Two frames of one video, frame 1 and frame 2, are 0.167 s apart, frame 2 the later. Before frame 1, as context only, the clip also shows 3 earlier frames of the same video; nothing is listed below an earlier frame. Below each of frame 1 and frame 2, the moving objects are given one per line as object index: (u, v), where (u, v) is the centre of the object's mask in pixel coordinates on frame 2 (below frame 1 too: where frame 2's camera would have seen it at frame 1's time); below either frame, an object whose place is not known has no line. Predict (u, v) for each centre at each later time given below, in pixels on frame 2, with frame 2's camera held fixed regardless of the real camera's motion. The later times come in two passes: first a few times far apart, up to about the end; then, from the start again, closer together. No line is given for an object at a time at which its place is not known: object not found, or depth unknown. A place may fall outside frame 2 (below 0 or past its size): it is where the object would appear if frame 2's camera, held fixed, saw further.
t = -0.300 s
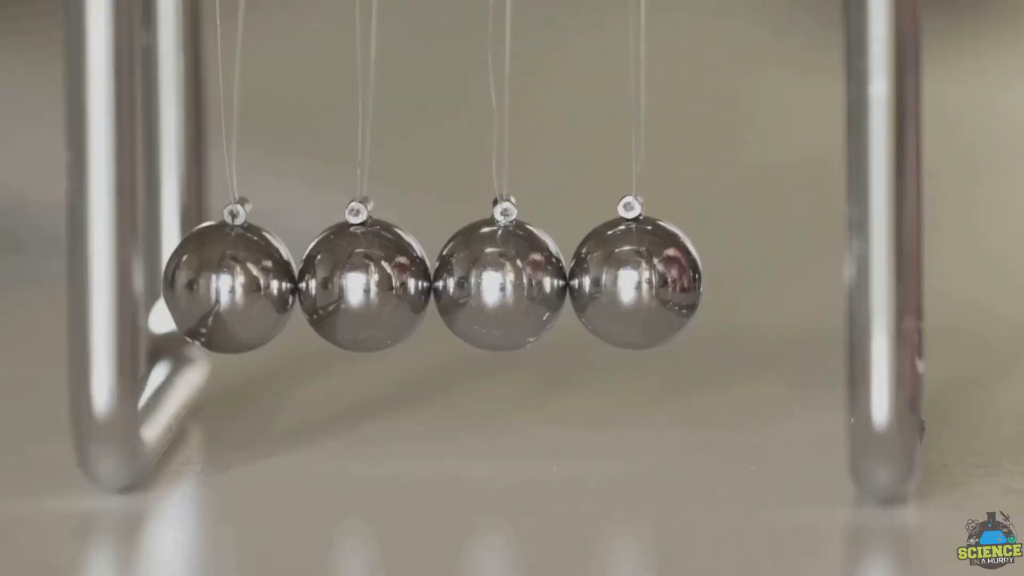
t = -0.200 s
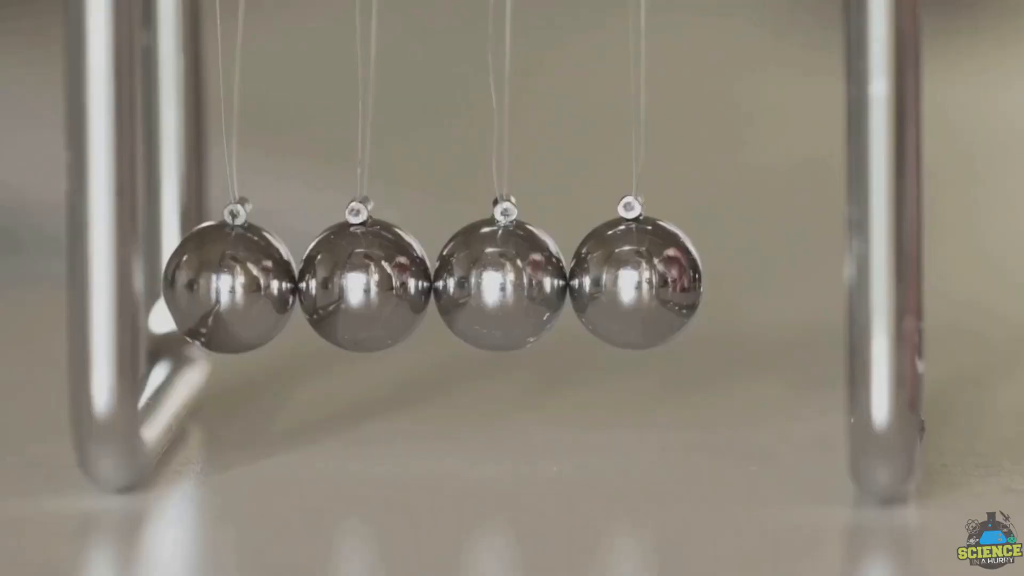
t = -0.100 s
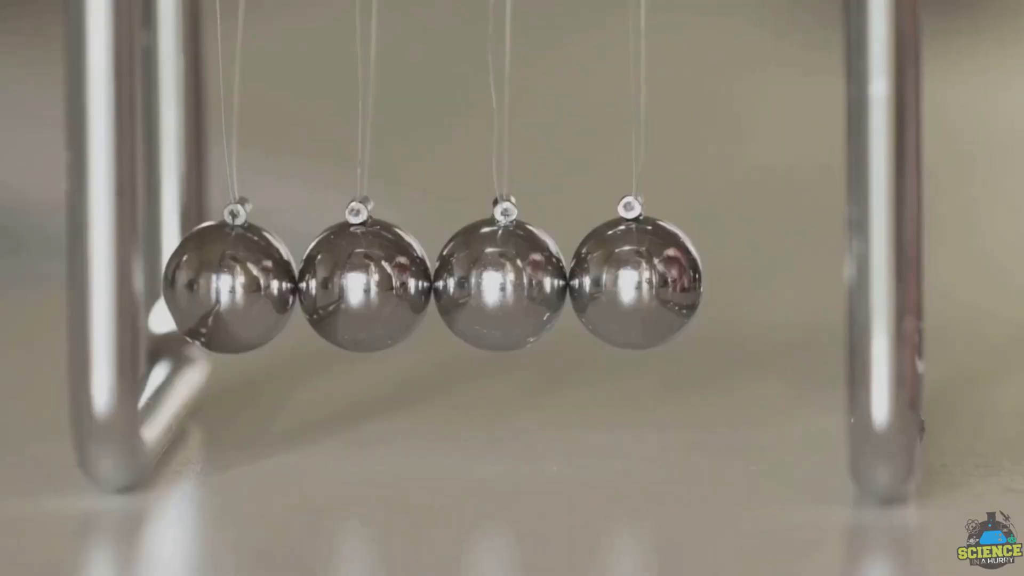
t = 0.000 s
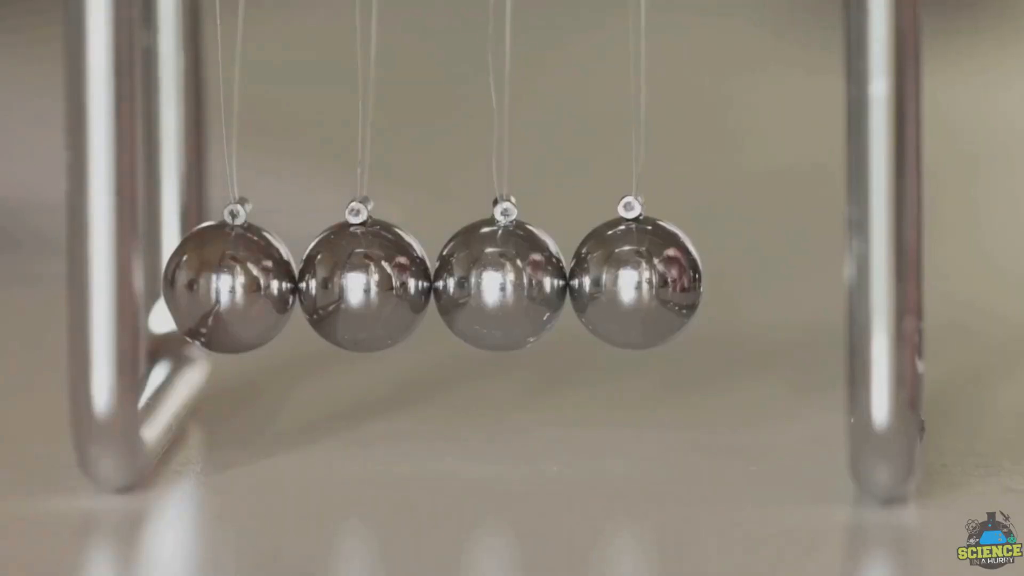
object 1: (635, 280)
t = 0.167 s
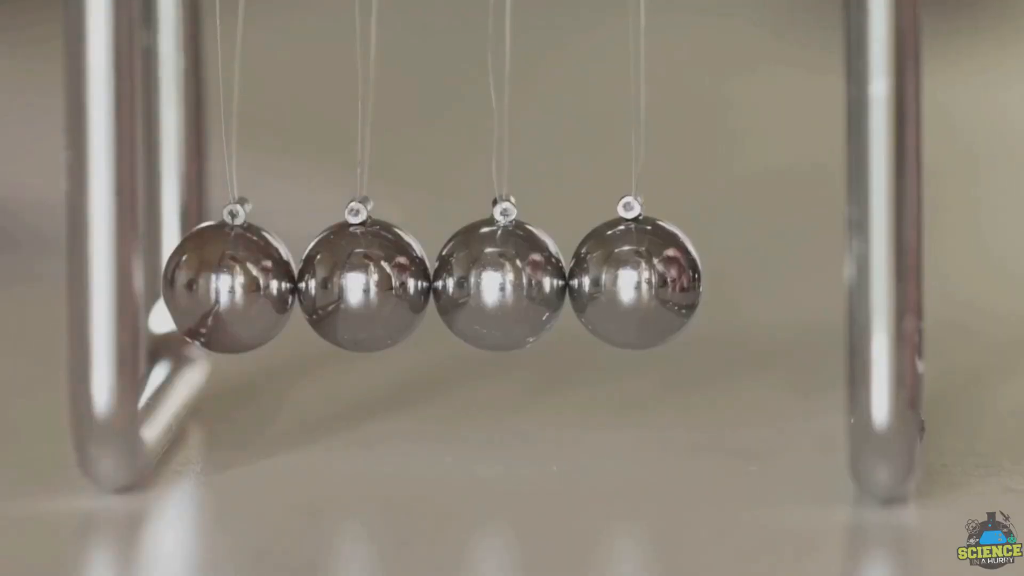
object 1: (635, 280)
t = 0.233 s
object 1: (635, 280)
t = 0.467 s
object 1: (634, 280)
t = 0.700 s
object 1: (634, 280)
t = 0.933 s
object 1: (636, 279)
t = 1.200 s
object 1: (650, 279)
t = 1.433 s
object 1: (657, 279)
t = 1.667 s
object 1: (652, 278)
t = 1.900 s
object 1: (639, 279)
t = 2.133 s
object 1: (647, 280)
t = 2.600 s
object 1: (663, 280)
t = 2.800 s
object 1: (648, 279)
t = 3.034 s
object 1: (630, 279)
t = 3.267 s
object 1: (641, 280)
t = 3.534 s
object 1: (650, 280)
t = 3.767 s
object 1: (648, 280)
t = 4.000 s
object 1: (640, 280)
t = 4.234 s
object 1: (656, 281)
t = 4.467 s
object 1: (675, 280)
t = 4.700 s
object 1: (672, 281)
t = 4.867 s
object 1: (658, 281)
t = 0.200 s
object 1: (635, 280)
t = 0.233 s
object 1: (635, 280)
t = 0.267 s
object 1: (635, 280)
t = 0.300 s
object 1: (635, 280)
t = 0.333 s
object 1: (635, 280)
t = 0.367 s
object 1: (635, 280)
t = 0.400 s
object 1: (634, 280)
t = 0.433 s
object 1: (634, 280)
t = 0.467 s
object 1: (634, 280)
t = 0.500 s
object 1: (634, 280)
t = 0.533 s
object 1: (634, 280)
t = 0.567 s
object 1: (634, 280)
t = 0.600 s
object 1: (634, 280)
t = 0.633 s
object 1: (634, 280)
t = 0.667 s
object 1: (634, 280)
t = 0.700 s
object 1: (634, 280)
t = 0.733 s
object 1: (634, 280)
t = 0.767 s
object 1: (634, 280)
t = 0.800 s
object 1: (634, 280)
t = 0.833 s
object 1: (634, 280)
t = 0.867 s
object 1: (634, 280)
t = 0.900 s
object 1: (634, 279)
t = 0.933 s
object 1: (636, 279)
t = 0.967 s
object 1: (638, 279)
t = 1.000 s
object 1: (640, 278)
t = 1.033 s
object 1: (642, 278)
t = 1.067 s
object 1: (644, 278)
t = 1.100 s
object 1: (646, 278)
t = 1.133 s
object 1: (648, 278)
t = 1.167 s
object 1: (649, 278)
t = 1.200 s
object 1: (650, 279)
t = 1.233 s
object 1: (652, 279)
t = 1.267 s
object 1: (653, 279)
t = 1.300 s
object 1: (655, 279)
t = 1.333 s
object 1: (656, 279)
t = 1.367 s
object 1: (656, 279)
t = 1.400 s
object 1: (657, 280)
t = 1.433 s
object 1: (657, 279)
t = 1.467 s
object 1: (657, 279)
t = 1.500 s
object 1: (657, 279)
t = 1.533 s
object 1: (656, 279)
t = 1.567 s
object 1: (655, 279)
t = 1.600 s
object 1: (654, 278)
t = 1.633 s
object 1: (653, 278)
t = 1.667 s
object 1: (652, 278)
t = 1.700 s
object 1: (651, 278)
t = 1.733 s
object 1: (649, 278)
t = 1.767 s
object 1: (647, 278)
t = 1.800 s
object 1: (645, 278)
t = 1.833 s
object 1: (643, 279)
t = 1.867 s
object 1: (641, 279)
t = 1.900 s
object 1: (639, 279)
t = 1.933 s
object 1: (636, 279)
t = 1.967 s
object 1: (635, 279)
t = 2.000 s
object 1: (639, 279)
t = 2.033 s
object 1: (641, 279)
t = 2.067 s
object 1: (643, 280)
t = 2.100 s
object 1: (645, 280)
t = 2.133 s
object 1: (647, 280)
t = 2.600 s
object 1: (663, 280)
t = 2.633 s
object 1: (661, 279)
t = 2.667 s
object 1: (659, 279)
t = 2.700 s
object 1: (656, 280)
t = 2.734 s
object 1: (654, 280)
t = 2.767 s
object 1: (651, 280)
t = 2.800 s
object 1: (648, 279)
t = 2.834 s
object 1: (645, 279)
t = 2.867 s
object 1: (642, 280)
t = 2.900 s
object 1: (639, 280)
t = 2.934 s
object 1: (635, 280)
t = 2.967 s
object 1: (632, 280)
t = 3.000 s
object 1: (630, 280)
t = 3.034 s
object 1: (630, 279)
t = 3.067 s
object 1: (632, 279)
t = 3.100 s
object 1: (633, 279)
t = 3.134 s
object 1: (635, 280)
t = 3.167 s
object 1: (636, 280)
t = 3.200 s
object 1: (638, 280)
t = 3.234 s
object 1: (640, 280)
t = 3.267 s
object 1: (641, 280)
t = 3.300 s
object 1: (643, 280)
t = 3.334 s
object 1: (644, 281)
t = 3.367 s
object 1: (646, 280)
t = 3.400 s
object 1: (647, 280)
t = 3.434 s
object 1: (648, 280)
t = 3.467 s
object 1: (649, 281)
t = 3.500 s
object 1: (650, 281)
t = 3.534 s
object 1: (650, 280)
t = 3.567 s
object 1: (650, 280)
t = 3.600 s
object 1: (649, 280)
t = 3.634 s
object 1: (649, 280)
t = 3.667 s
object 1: (648, 280)
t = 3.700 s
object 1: (648, 280)
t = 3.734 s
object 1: (647, 280)
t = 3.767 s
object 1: (648, 280)
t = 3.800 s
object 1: (648, 280)
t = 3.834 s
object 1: (647, 281)
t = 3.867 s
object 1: (646, 281)
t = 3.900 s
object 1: (644, 281)
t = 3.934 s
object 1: (643, 280)
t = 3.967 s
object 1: (642, 280)
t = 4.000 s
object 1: (640, 280)
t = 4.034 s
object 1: (638, 281)
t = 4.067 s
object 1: (637, 281)
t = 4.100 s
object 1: (639, 280)
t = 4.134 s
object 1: (644, 280)
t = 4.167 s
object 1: (648, 280)
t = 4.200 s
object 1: (653, 281)
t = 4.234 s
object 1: (656, 281)
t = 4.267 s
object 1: (660, 280)
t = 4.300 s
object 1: (664, 280)
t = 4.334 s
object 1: (667, 280)
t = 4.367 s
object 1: (669, 281)
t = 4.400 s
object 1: (672, 281)
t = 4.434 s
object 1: (674, 281)
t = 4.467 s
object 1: (675, 280)
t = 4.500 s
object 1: (676, 280)
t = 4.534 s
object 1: (677, 280)
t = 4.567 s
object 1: (676, 280)
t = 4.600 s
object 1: (675, 280)
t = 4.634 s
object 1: (675, 280)
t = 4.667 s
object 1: (674, 280)
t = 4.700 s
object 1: (672, 281)
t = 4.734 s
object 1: (670, 281)
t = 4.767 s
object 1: (668, 281)
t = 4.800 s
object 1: (665, 281)
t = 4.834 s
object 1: (662, 281)
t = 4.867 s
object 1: (658, 281)
